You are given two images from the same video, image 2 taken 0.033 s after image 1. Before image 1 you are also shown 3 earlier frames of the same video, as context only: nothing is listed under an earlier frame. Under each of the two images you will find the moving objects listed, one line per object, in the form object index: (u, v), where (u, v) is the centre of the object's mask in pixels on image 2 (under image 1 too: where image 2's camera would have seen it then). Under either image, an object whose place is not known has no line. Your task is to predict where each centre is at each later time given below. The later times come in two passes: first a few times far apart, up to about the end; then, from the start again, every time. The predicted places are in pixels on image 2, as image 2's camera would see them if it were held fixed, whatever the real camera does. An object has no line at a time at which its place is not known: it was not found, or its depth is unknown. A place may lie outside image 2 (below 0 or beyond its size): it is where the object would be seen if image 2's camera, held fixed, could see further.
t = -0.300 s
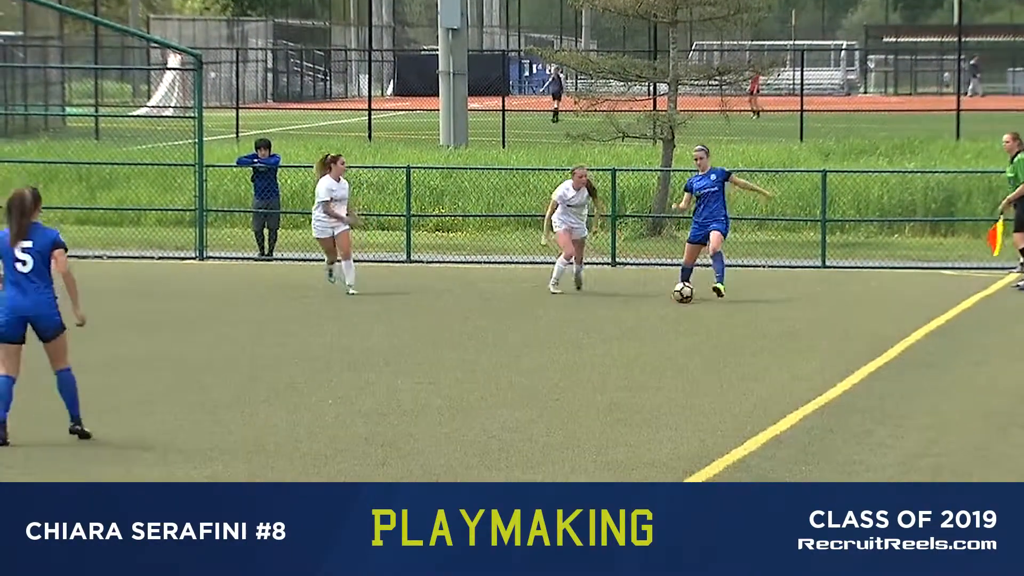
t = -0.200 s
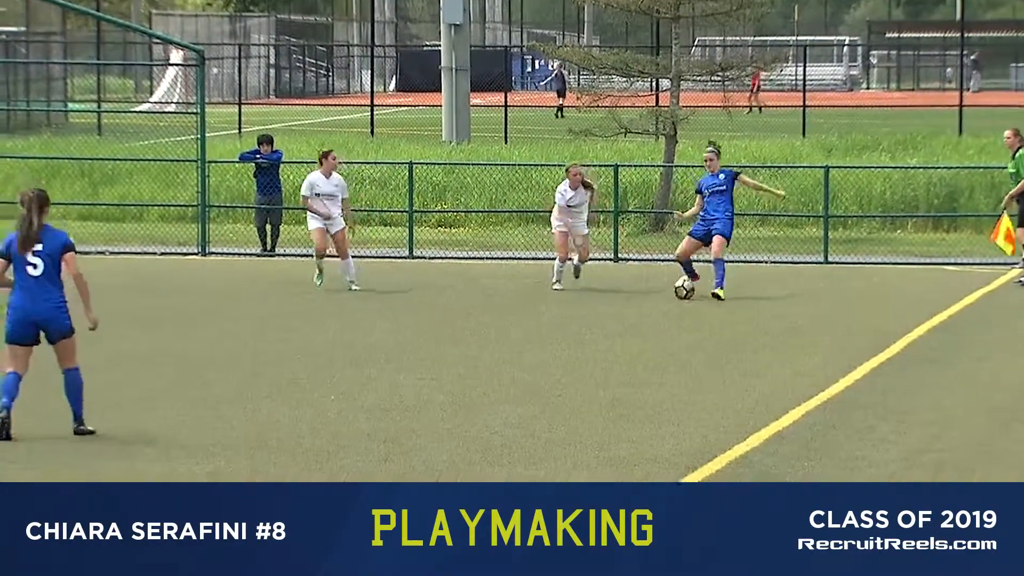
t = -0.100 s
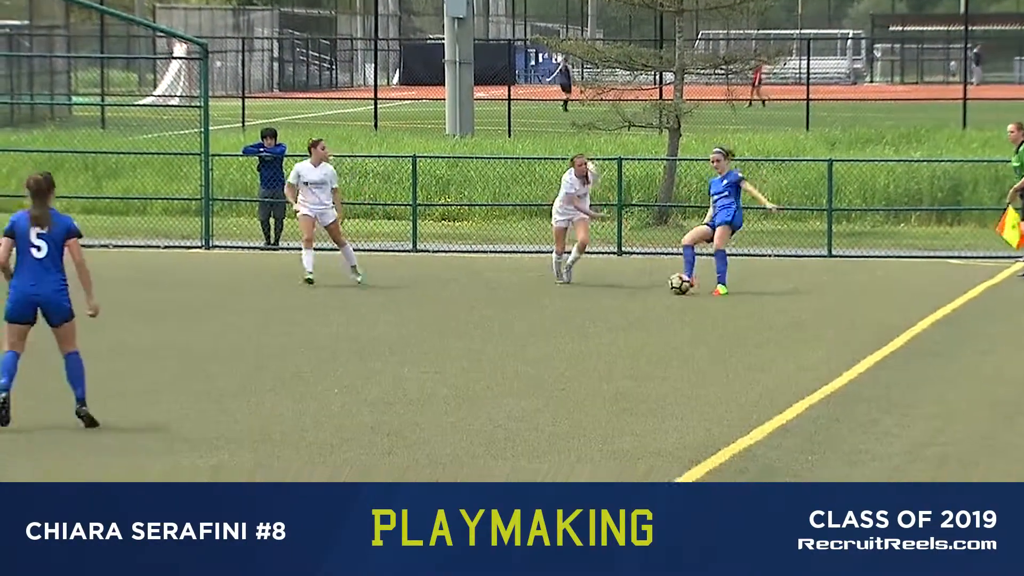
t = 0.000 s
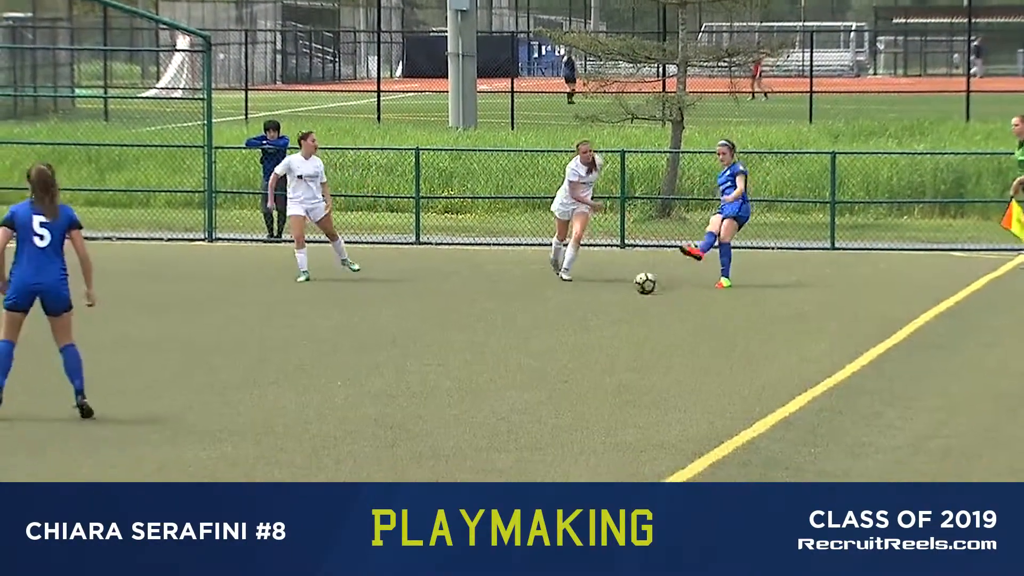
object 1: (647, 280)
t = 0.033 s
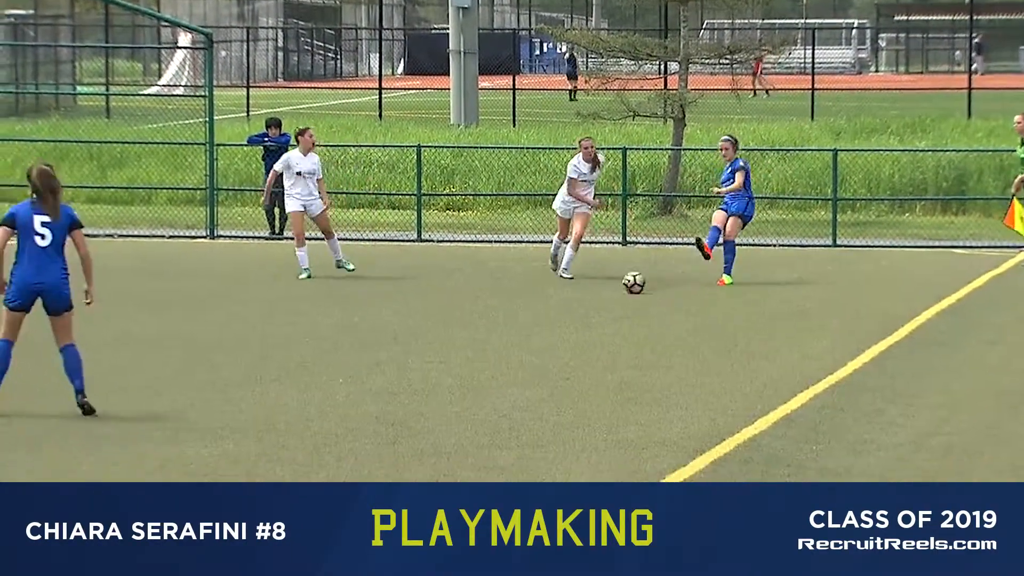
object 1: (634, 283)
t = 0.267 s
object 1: (548, 297)
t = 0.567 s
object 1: (440, 316)
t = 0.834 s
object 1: (353, 333)
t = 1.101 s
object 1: (273, 347)
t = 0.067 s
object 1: (621, 285)
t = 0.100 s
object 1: (609, 287)
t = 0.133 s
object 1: (597, 289)
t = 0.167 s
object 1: (584, 291)
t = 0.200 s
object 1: (572, 293)
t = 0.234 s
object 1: (560, 295)
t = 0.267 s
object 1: (548, 297)
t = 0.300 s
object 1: (535, 300)
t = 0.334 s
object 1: (523, 302)
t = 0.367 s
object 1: (510, 304)
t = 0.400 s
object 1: (499, 305)
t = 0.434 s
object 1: (487, 308)
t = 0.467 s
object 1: (475, 309)
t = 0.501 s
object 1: (464, 311)
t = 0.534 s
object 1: (452, 313)
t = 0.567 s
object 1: (440, 316)
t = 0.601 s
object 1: (429, 317)
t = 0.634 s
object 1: (418, 318)
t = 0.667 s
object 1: (407, 321)
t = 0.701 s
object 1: (395, 324)
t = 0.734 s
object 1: (384, 326)
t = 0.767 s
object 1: (373, 327)
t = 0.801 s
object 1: (363, 330)
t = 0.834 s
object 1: (353, 333)
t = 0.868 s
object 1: (343, 334)
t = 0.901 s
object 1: (333, 333)
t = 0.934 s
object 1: (323, 335)
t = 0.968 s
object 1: (314, 338)
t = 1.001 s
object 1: (303, 343)
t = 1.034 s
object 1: (293, 343)
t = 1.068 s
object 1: (284, 344)
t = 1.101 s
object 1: (273, 347)
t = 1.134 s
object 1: (263, 350)
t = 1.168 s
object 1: (253, 352)
